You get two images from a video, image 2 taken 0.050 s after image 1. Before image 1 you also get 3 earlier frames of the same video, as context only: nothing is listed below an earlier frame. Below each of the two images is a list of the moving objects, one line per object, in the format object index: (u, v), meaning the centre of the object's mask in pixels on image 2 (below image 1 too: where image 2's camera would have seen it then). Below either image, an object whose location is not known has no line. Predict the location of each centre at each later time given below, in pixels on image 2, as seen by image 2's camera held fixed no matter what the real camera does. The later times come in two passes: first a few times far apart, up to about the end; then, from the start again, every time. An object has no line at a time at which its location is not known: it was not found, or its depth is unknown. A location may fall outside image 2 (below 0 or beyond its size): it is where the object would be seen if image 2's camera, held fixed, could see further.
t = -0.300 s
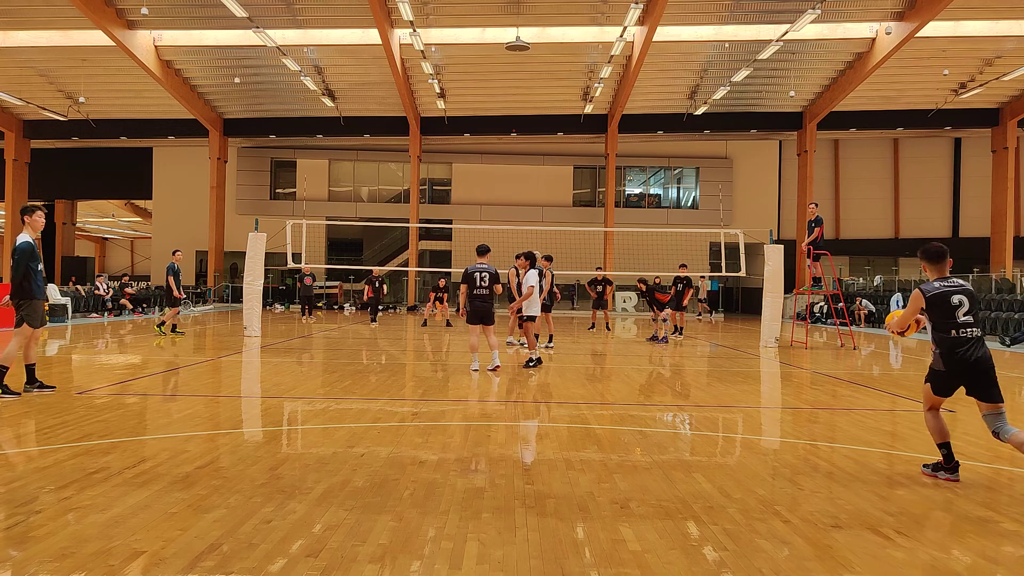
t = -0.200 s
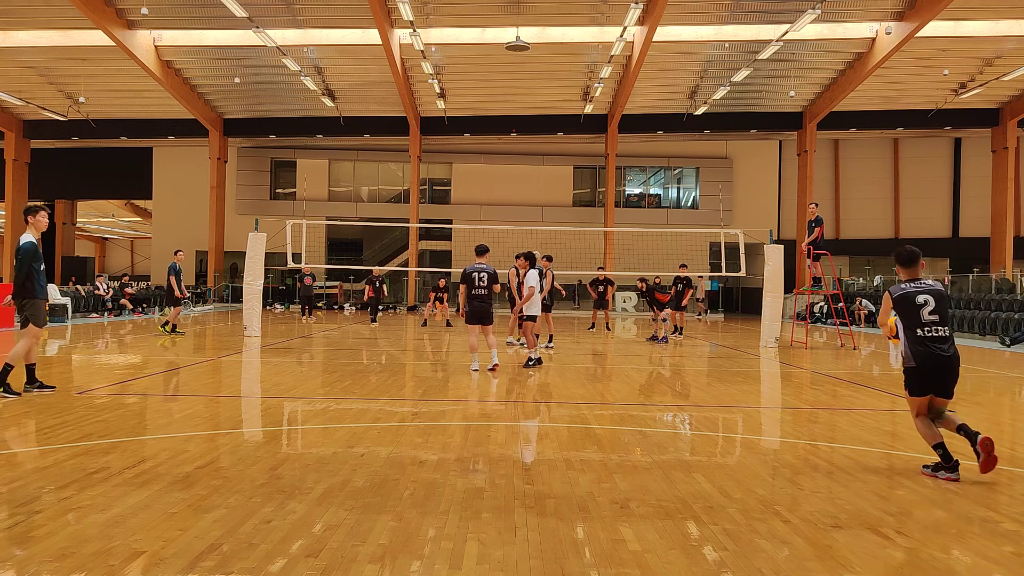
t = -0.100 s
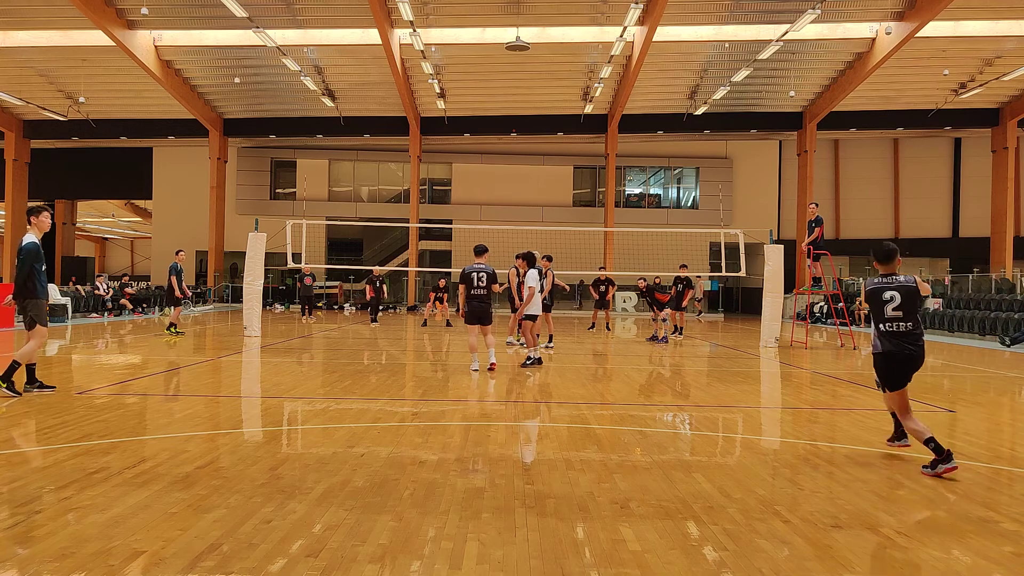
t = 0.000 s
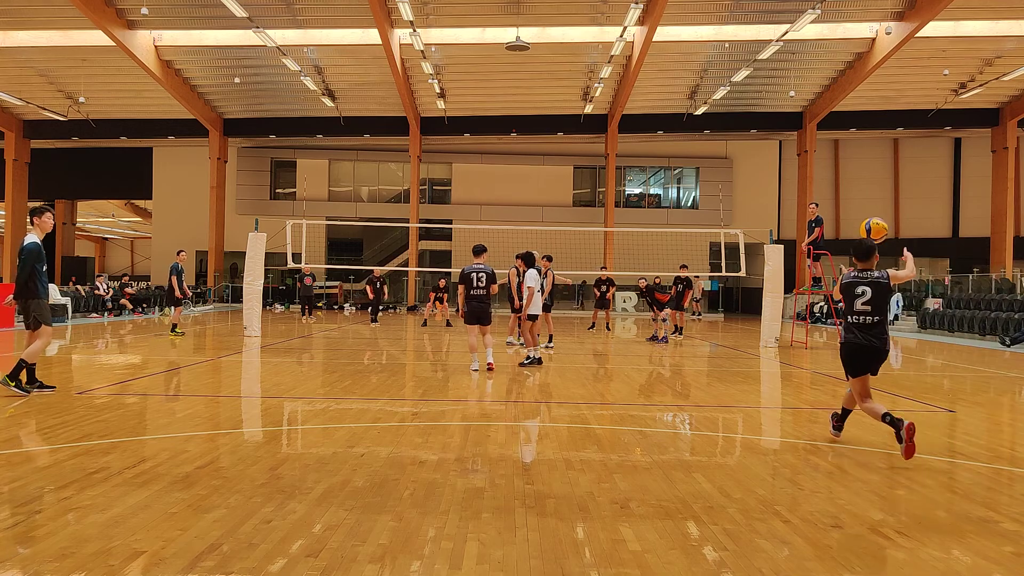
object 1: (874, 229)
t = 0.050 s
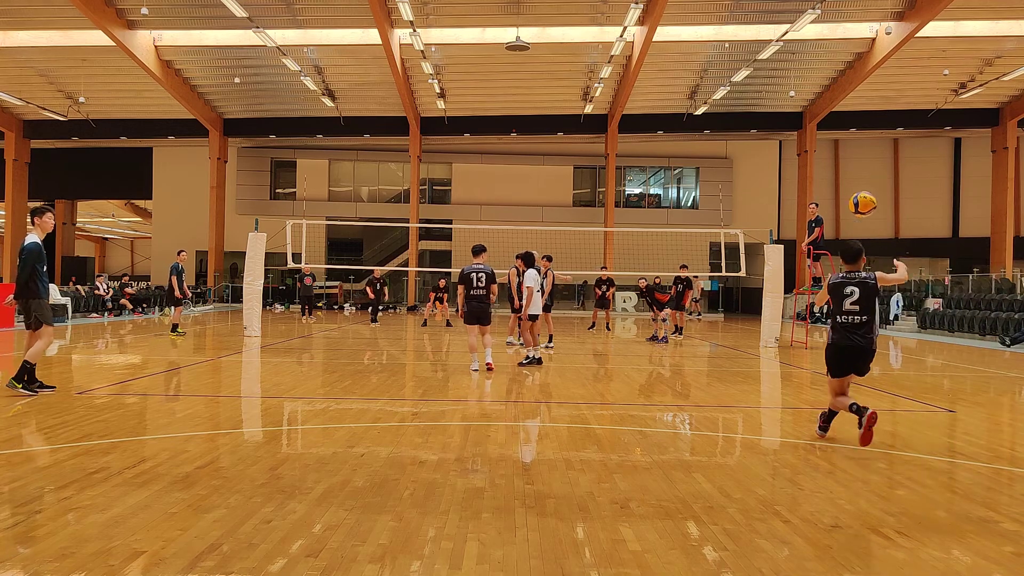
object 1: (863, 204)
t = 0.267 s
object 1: (817, 132)
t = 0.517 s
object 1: (769, 120)
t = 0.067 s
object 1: (859, 196)
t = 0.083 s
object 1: (856, 189)
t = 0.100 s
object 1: (852, 182)
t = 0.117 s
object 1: (848, 175)
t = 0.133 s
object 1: (845, 169)
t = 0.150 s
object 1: (841, 163)
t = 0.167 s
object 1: (838, 158)
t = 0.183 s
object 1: (834, 152)
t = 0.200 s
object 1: (831, 148)
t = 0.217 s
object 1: (828, 143)
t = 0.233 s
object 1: (824, 139)
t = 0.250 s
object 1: (821, 135)
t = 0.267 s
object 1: (817, 132)
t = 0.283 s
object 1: (814, 129)
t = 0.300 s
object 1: (811, 126)
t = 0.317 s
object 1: (807, 124)
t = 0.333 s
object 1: (804, 122)
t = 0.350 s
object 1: (801, 120)
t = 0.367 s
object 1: (797, 119)
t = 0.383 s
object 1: (794, 118)
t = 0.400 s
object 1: (791, 117)
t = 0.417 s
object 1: (788, 117)
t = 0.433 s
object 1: (785, 117)
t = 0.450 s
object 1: (782, 117)
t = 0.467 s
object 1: (778, 117)
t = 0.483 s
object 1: (775, 118)
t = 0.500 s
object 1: (772, 119)
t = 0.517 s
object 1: (769, 120)
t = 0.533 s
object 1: (766, 121)
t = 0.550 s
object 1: (763, 123)
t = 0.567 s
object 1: (760, 125)
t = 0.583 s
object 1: (757, 128)
